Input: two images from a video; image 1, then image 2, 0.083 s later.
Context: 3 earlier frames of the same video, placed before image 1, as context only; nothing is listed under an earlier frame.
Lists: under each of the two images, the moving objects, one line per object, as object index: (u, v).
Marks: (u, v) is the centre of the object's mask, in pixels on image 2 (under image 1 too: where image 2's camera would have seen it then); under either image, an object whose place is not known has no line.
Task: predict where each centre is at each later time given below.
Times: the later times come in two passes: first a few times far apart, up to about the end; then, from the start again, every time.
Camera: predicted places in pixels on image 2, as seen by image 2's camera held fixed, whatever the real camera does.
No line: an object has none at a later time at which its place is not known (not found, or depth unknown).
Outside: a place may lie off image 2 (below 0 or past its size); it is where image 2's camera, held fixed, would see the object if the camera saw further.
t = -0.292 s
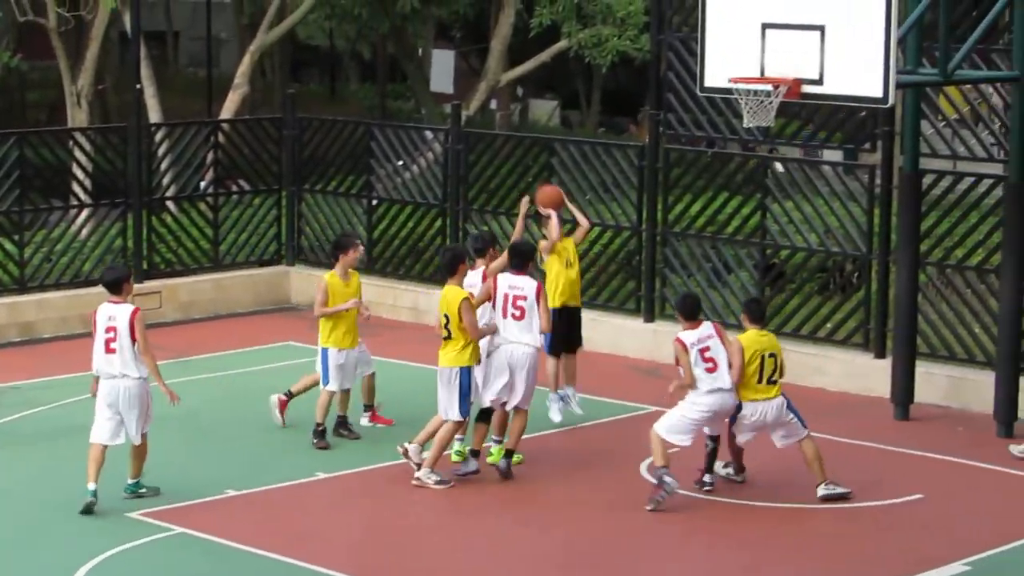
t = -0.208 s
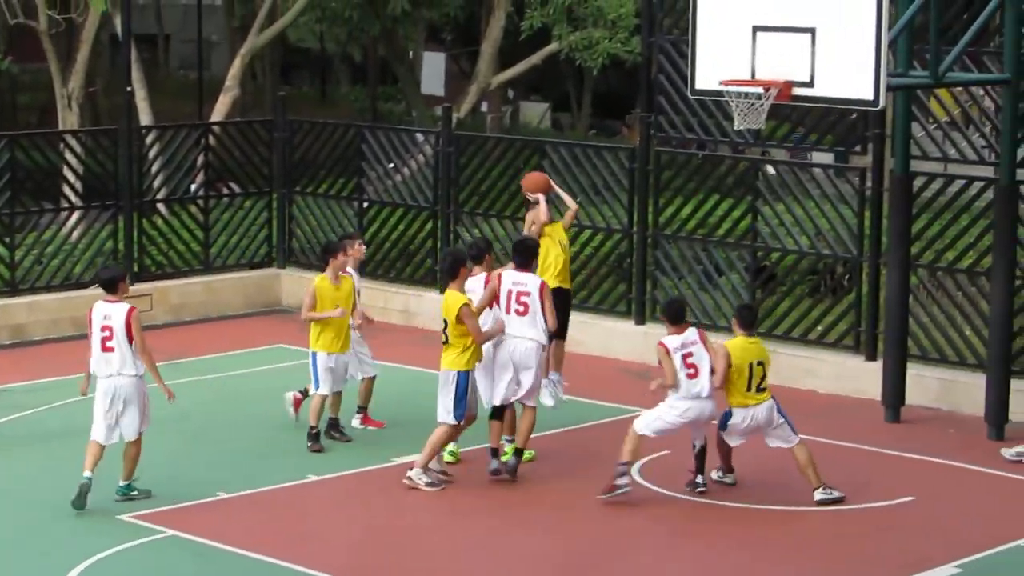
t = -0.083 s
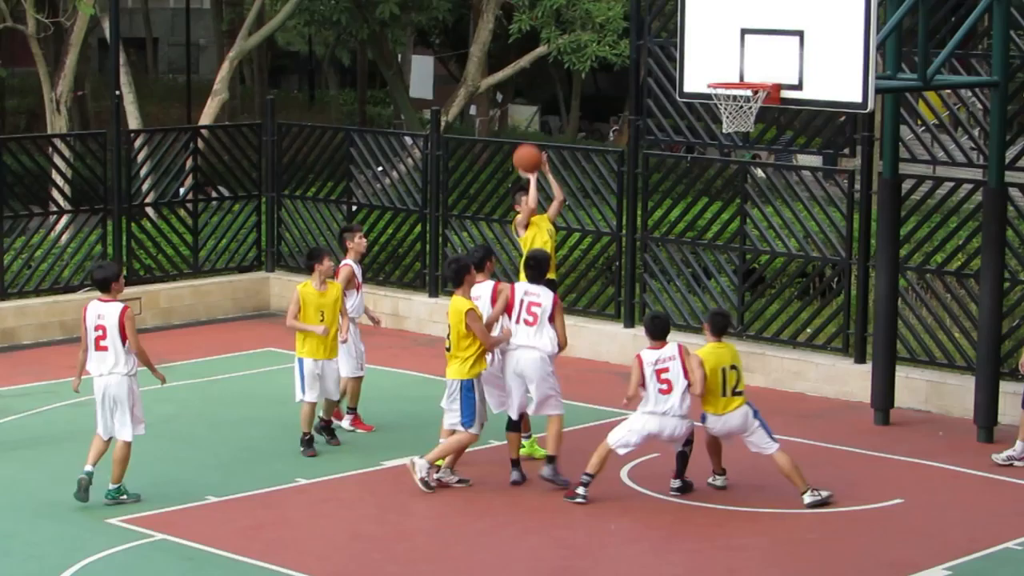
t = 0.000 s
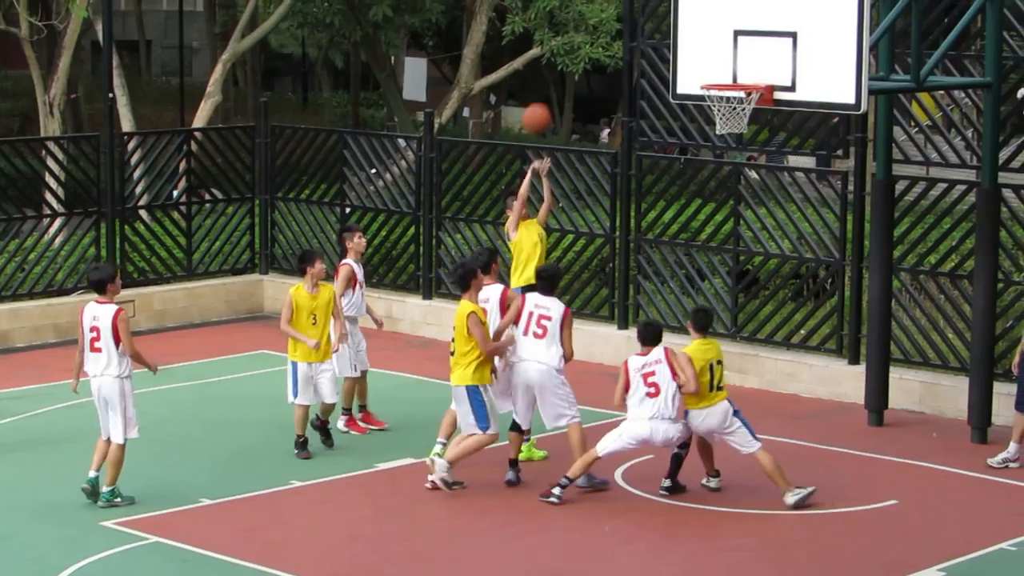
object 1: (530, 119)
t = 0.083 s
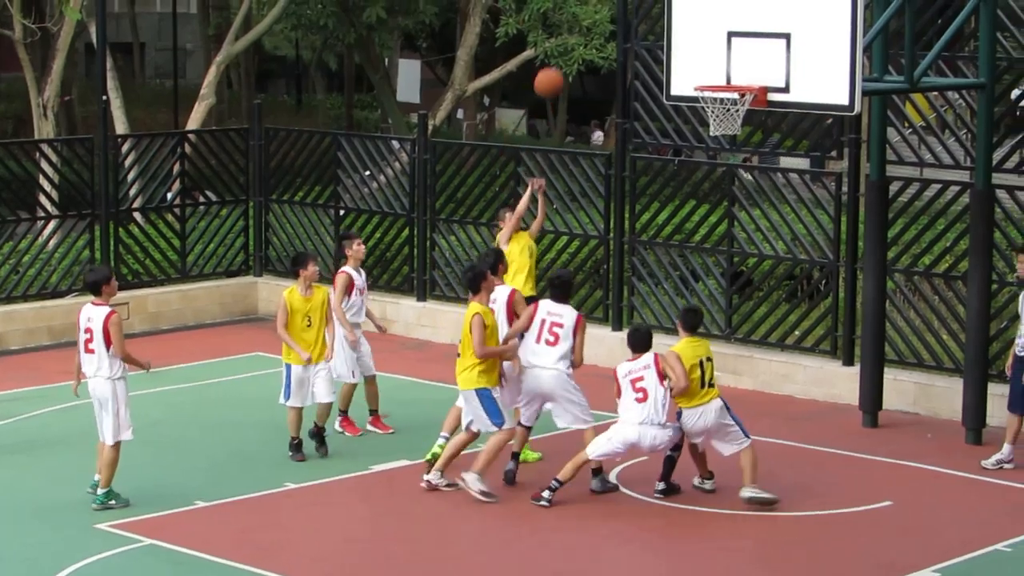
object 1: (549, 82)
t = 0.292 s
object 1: (597, 21)
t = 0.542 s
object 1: (657, 14)
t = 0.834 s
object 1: (729, 77)
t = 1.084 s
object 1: (706, 102)
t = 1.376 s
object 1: (731, 130)
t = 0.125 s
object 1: (558, 66)
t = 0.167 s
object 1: (568, 51)
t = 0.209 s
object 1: (578, 39)
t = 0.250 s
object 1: (587, 29)
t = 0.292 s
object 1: (597, 21)
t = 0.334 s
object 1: (607, 14)
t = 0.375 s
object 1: (617, 10)
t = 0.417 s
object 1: (627, 8)
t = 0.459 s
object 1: (637, 8)
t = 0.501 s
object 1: (647, 10)
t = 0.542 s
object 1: (657, 14)
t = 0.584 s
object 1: (667, 21)
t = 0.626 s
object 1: (679, 30)
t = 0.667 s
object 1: (690, 42)
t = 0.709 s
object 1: (700, 55)
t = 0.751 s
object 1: (711, 71)
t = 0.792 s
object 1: (720, 74)
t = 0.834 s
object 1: (729, 77)
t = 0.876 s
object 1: (736, 86)
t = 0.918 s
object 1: (732, 92)
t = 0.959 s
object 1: (725, 96)
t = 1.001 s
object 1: (715, 101)
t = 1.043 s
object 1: (710, 103)
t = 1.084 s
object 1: (706, 102)
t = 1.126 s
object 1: (706, 101)
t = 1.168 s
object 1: (707, 101)
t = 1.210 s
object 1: (712, 103)
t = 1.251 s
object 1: (714, 107)
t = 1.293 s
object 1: (722, 113)
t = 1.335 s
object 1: (725, 115)
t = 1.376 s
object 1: (731, 130)
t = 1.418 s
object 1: (733, 140)
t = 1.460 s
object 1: (734, 144)
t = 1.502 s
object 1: (736, 153)
